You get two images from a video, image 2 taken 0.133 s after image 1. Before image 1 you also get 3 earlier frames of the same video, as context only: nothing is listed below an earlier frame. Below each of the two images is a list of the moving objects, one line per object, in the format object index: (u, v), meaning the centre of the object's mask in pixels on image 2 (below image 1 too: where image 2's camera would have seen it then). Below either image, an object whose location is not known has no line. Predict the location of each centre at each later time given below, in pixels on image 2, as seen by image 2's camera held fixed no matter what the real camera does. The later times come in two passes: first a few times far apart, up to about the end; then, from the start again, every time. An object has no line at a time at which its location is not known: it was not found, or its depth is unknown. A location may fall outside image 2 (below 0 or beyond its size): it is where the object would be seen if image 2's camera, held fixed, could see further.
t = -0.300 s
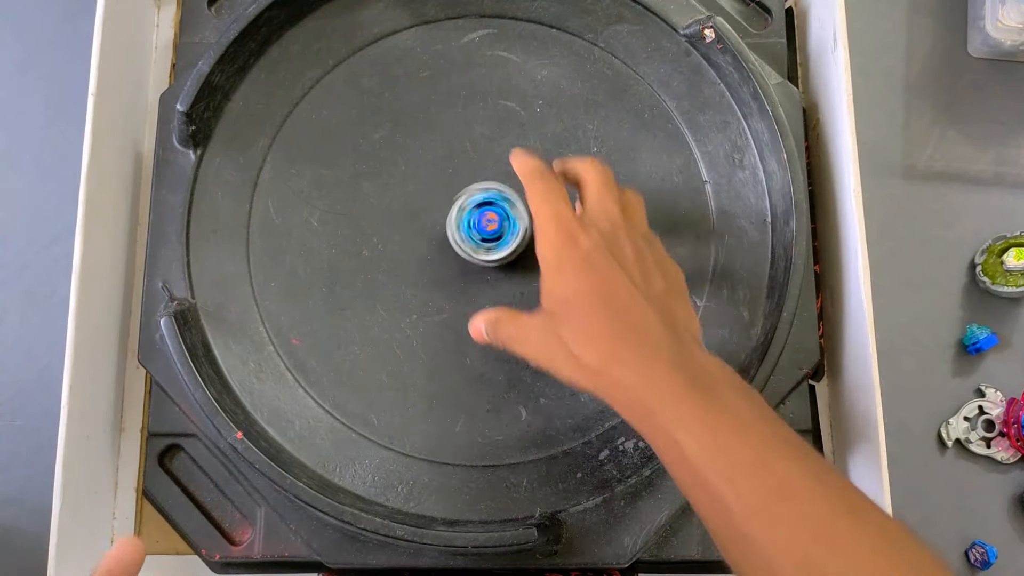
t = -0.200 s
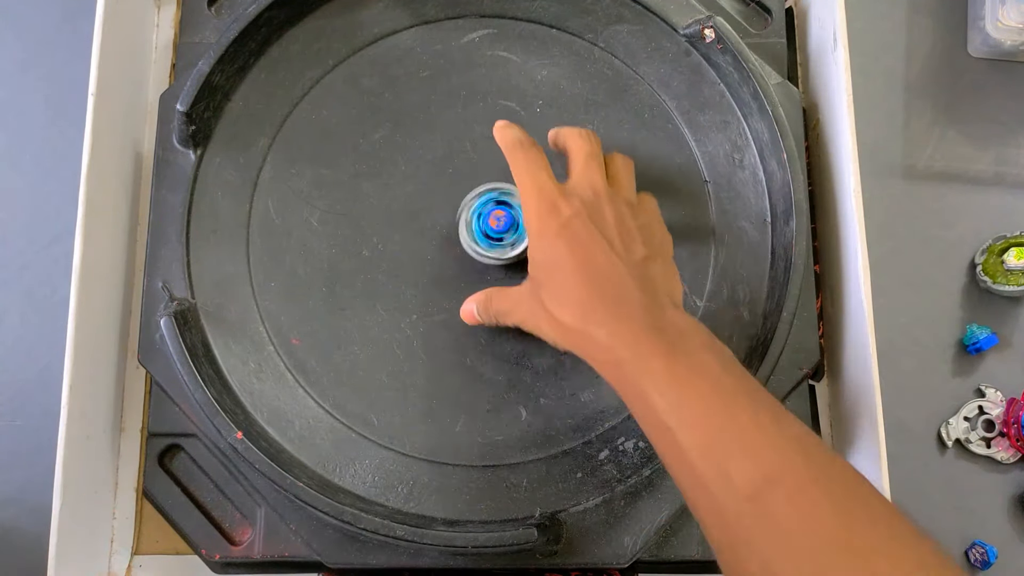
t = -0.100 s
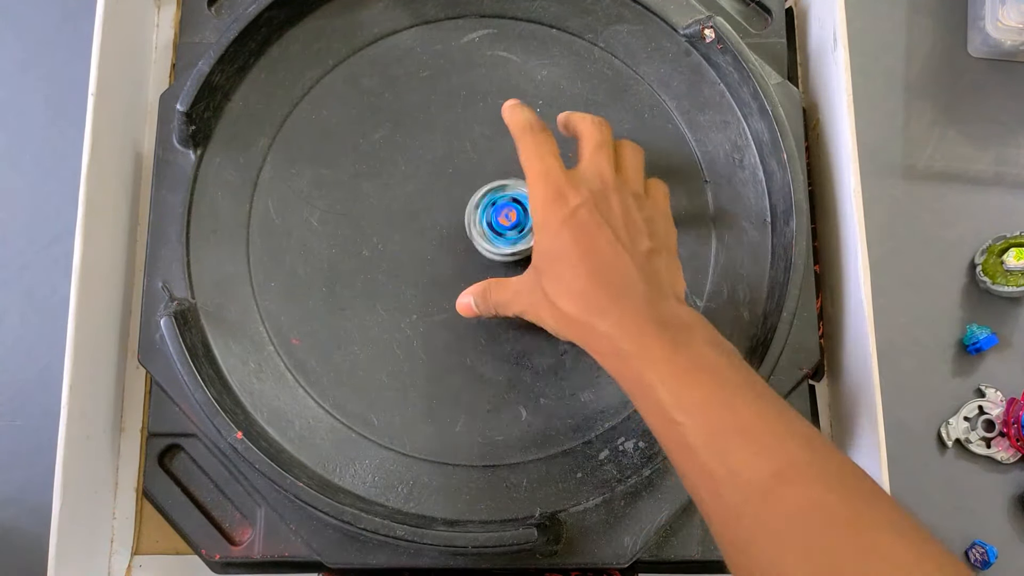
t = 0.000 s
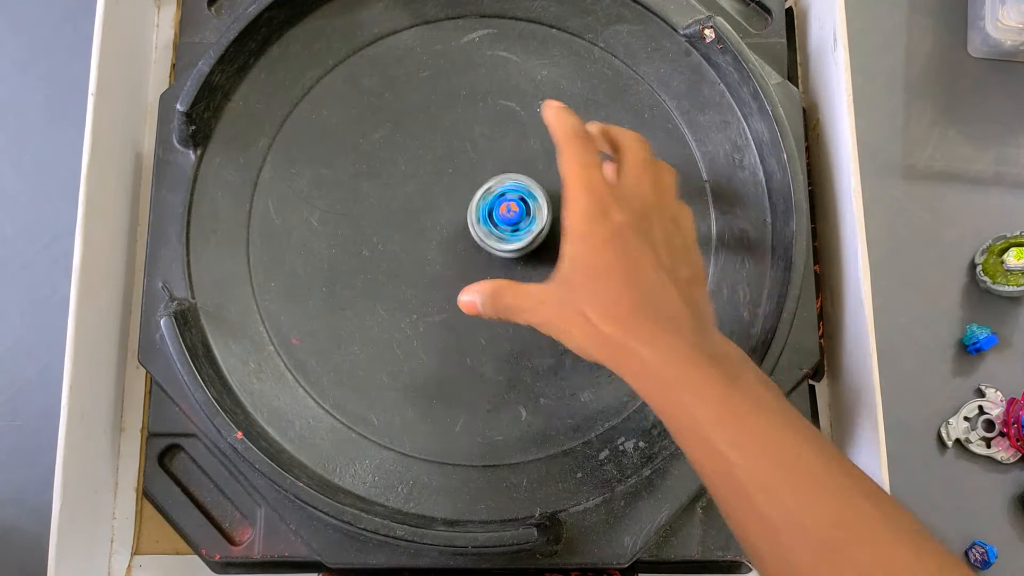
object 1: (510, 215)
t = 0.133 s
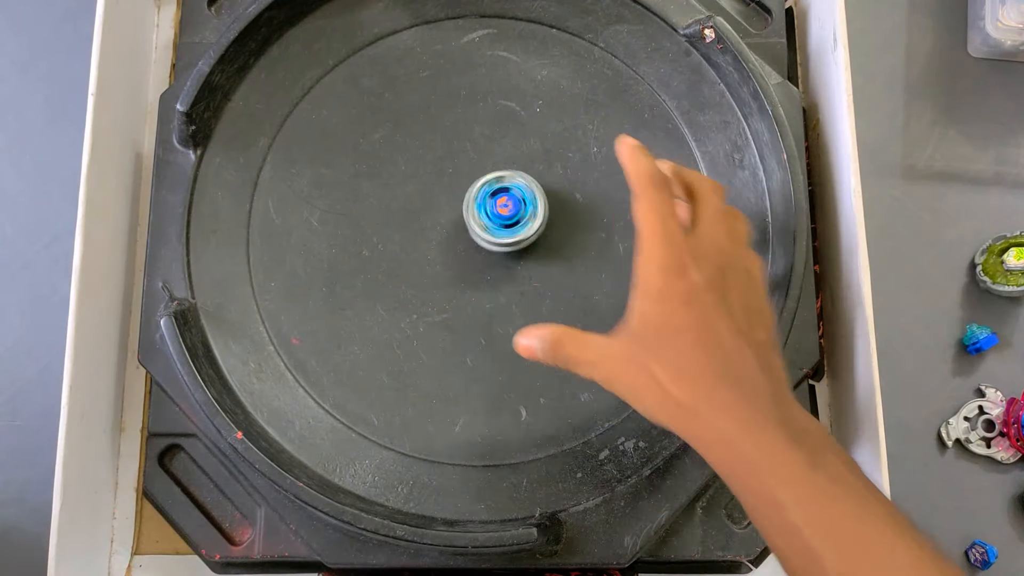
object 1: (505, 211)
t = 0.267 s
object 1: (495, 211)
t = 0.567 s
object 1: (466, 212)
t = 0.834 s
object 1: (462, 211)
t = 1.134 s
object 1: (460, 224)
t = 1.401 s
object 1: (457, 227)
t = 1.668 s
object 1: (469, 230)
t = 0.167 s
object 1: (503, 210)
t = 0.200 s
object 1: (500, 209)
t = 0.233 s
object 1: (498, 210)
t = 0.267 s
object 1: (495, 211)
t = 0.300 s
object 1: (490, 212)
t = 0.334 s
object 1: (487, 212)
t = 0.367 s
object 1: (484, 212)
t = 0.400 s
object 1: (483, 212)
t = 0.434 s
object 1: (480, 213)
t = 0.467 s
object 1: (476, 214)
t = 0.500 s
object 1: (472, 214)
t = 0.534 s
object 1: (468, 213)
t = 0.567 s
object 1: (466, 212)
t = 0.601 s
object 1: (465, 212)
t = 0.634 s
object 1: (464, 212)
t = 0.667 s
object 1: (462, 214)
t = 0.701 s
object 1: (460, 213)
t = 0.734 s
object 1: (459, 212)
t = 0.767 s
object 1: (460, 210)
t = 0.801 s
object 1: (461, 210)
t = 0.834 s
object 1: (462, 211)
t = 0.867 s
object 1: (461, 213)
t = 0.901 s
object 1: (460, 214)
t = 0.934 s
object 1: (460, 213)
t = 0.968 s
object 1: (460, 212)
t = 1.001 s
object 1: (462, 213)
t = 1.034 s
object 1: (463, 216)
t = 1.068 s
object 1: (463, 219)
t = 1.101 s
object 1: (462, 223)
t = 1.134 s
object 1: (460, 224)
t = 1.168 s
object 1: (459, 223)
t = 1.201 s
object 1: (459, 224)
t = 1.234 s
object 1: (460, 224)
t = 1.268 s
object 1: (461, 226)
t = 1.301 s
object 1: (459, 228)
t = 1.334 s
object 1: (458, 229)
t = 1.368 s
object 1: (457, 228)
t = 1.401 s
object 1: (457, 227)
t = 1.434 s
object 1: (458, 227)
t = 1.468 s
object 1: (459, 228)
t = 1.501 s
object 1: (459, 228)
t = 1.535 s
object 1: (460, 228)
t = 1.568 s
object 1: (463, 228)
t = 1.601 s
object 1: (465, 228)
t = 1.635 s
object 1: (468, 229)
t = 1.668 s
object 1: (469, 230)
